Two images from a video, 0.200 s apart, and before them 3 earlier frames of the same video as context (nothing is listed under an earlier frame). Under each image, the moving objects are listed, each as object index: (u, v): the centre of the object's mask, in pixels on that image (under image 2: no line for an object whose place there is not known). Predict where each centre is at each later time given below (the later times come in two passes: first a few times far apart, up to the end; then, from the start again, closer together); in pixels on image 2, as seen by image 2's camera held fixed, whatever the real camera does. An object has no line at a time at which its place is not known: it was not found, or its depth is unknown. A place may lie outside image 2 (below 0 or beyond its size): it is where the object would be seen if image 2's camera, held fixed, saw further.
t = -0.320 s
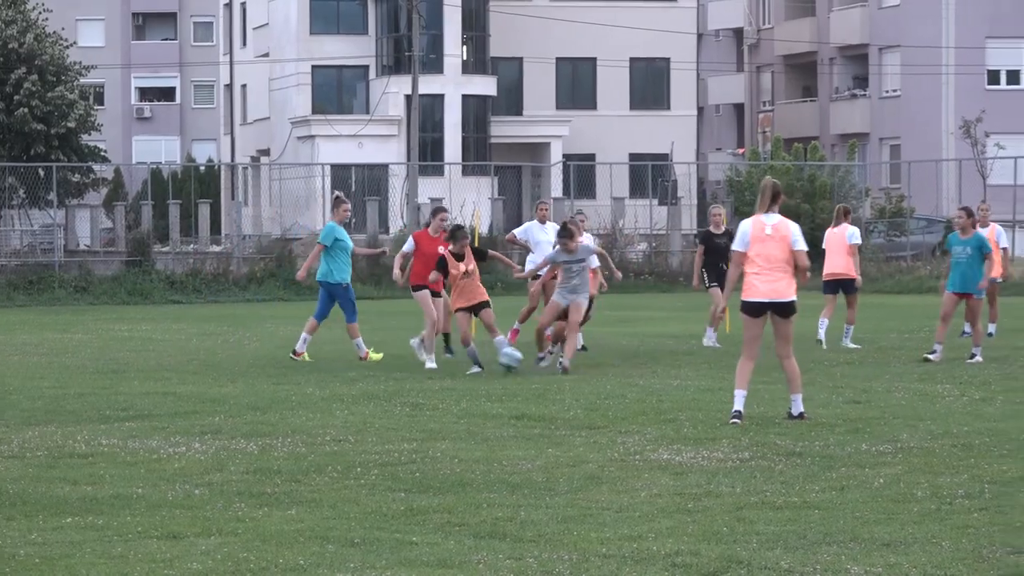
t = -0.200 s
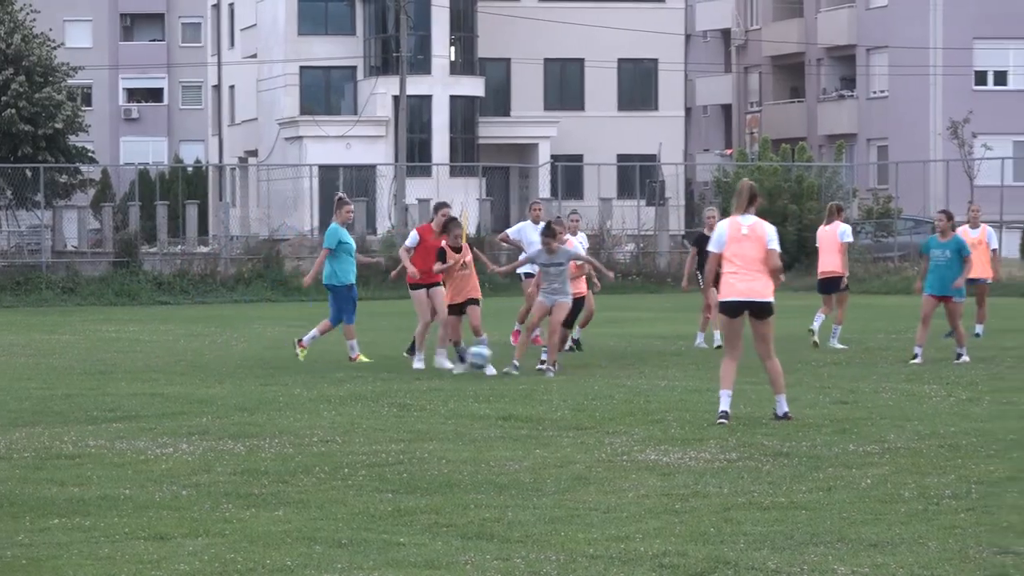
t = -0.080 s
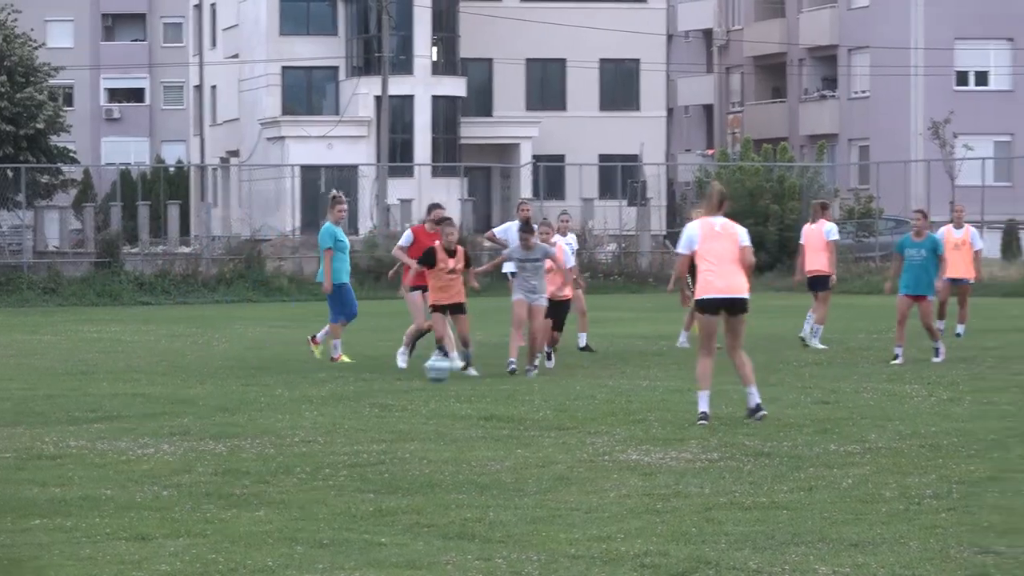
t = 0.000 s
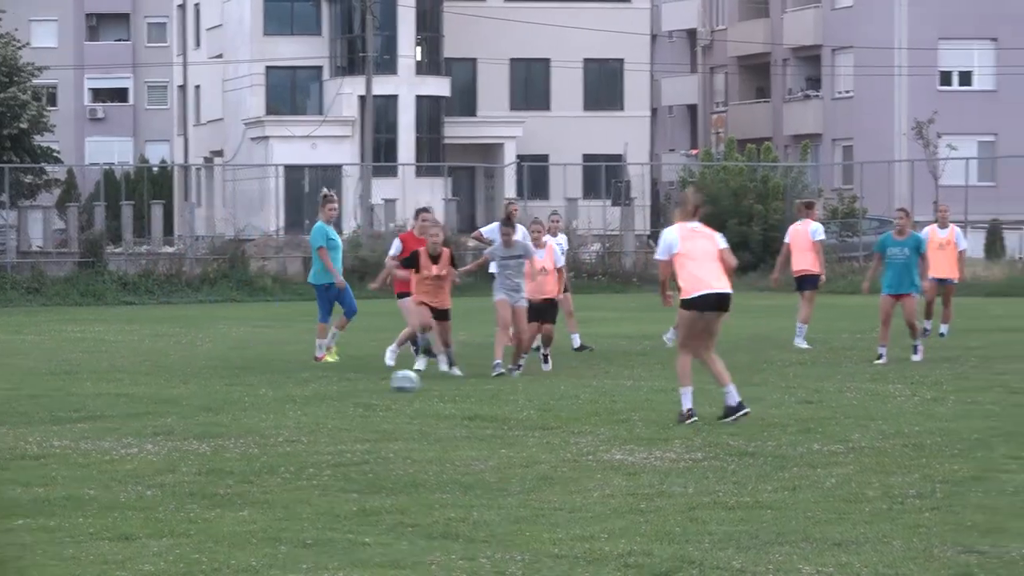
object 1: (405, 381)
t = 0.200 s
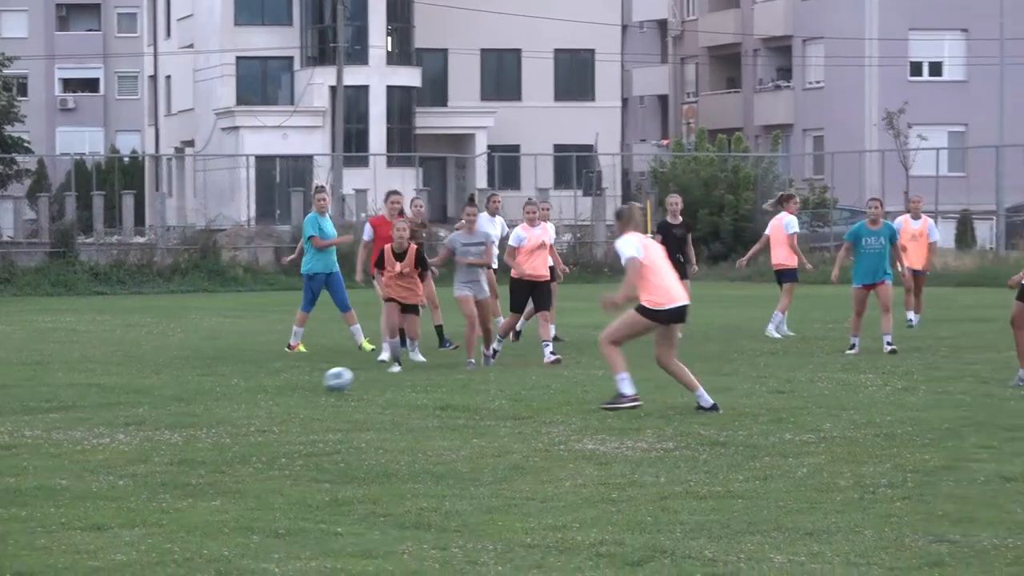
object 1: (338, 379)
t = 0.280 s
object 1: (324, 384)
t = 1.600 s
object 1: (159, 440)
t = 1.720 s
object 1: (144, 446)
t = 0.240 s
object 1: (329, 383)
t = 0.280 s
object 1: (324, 384)
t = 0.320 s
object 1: (317, 385)
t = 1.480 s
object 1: (173, 437)
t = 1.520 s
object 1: (168, 437)
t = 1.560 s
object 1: (163, 438)
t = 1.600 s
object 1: (159, 440)
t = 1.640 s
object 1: (154, 443)
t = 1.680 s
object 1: (149, 446)
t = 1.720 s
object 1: (144, 446)
